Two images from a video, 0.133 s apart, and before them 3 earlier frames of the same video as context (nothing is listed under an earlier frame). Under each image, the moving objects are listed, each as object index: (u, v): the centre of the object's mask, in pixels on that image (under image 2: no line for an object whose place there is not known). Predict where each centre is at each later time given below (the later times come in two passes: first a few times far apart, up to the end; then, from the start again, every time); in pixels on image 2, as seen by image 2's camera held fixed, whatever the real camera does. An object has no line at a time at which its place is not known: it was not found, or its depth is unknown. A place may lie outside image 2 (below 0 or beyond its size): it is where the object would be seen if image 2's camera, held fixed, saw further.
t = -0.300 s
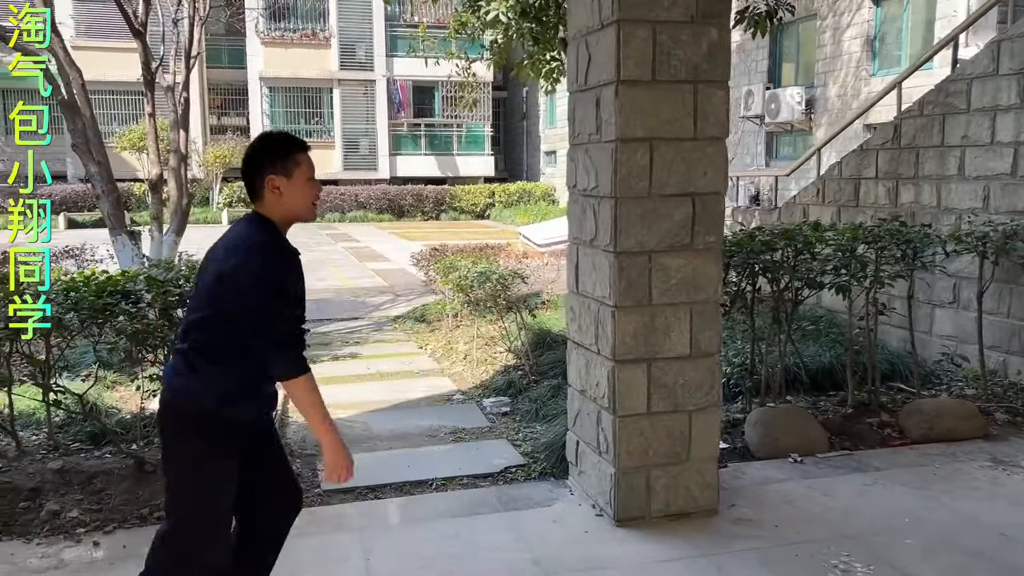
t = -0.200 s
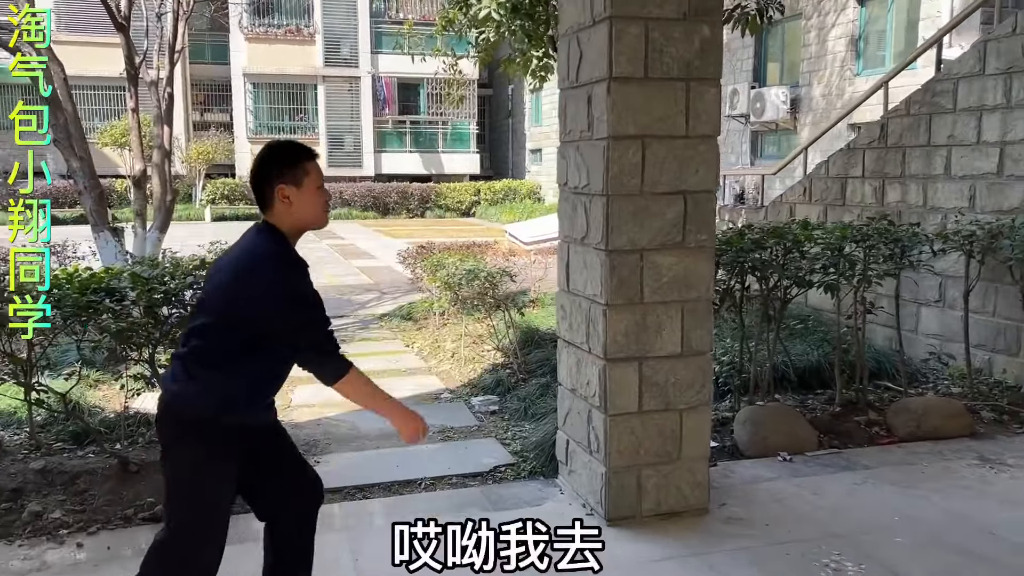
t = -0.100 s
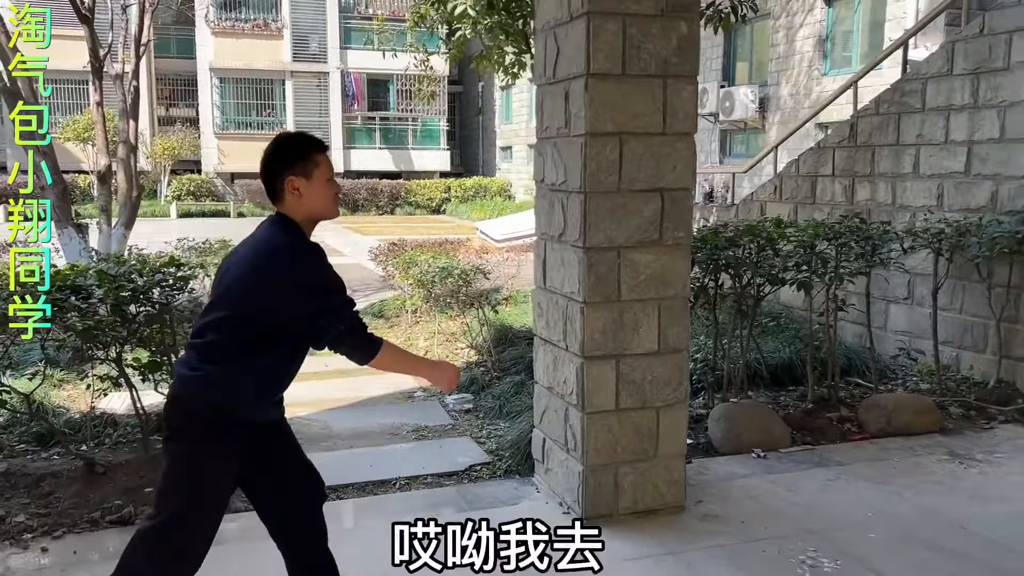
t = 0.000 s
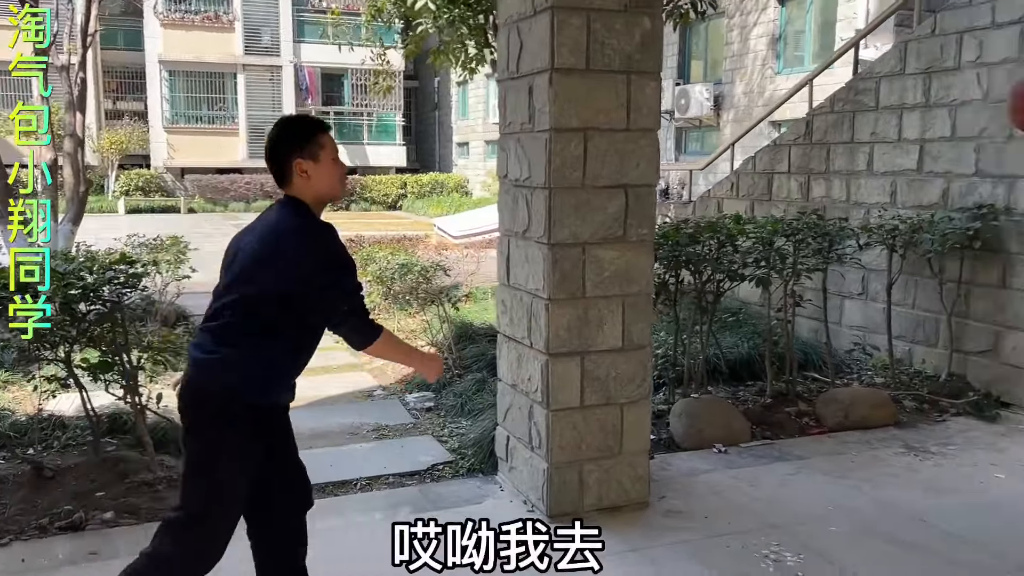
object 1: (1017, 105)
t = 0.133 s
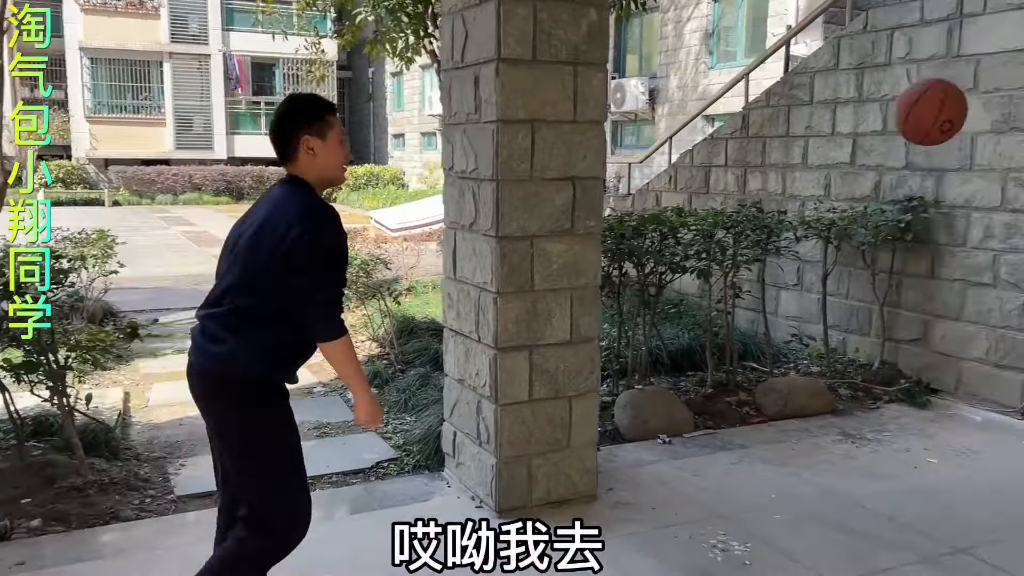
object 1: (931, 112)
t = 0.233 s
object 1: (897, 157)
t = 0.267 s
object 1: (885, 179)
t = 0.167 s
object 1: (920, 123)
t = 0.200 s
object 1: (908, 139)
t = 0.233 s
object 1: (897, 157)
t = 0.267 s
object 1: (885, 179)
